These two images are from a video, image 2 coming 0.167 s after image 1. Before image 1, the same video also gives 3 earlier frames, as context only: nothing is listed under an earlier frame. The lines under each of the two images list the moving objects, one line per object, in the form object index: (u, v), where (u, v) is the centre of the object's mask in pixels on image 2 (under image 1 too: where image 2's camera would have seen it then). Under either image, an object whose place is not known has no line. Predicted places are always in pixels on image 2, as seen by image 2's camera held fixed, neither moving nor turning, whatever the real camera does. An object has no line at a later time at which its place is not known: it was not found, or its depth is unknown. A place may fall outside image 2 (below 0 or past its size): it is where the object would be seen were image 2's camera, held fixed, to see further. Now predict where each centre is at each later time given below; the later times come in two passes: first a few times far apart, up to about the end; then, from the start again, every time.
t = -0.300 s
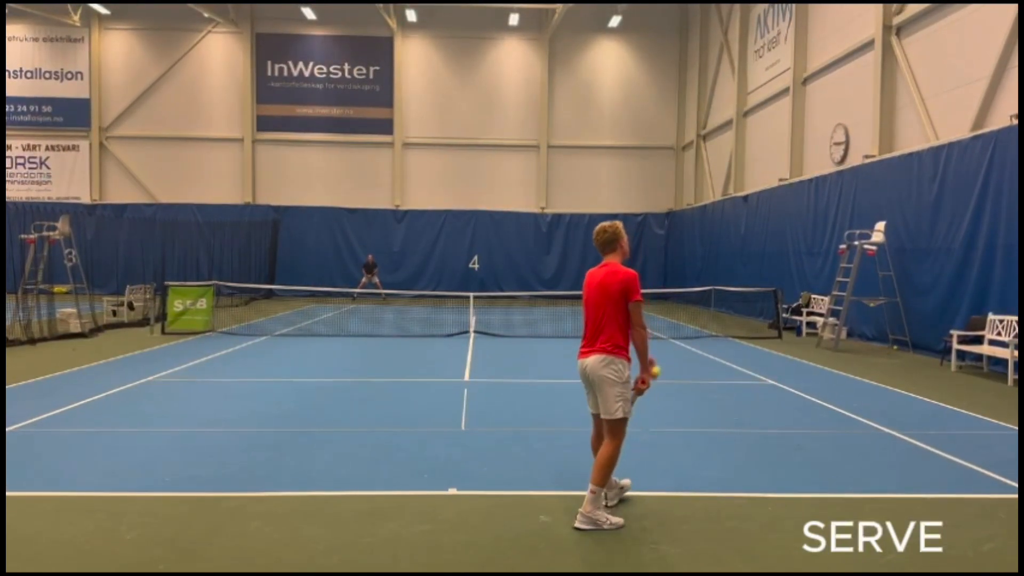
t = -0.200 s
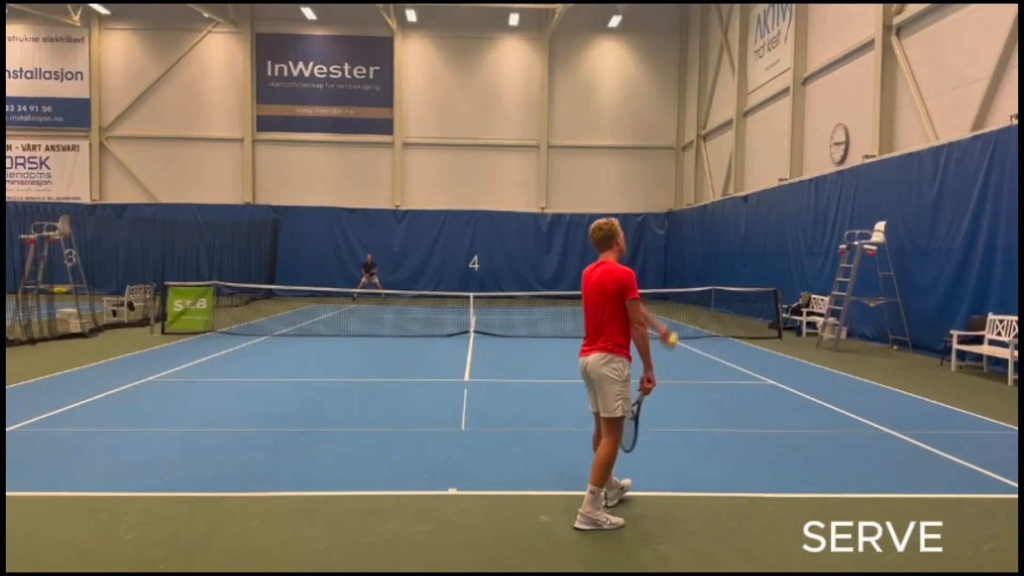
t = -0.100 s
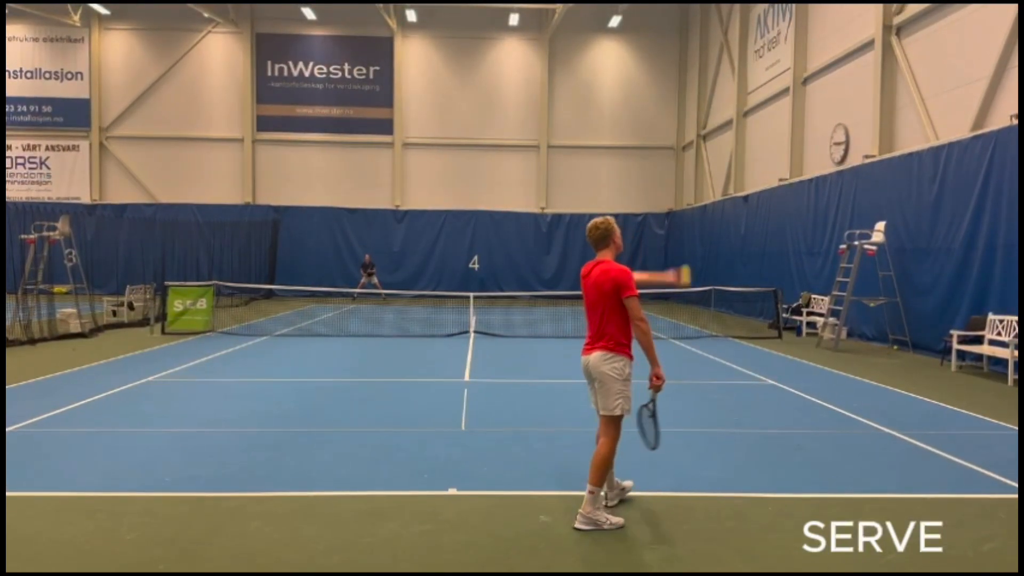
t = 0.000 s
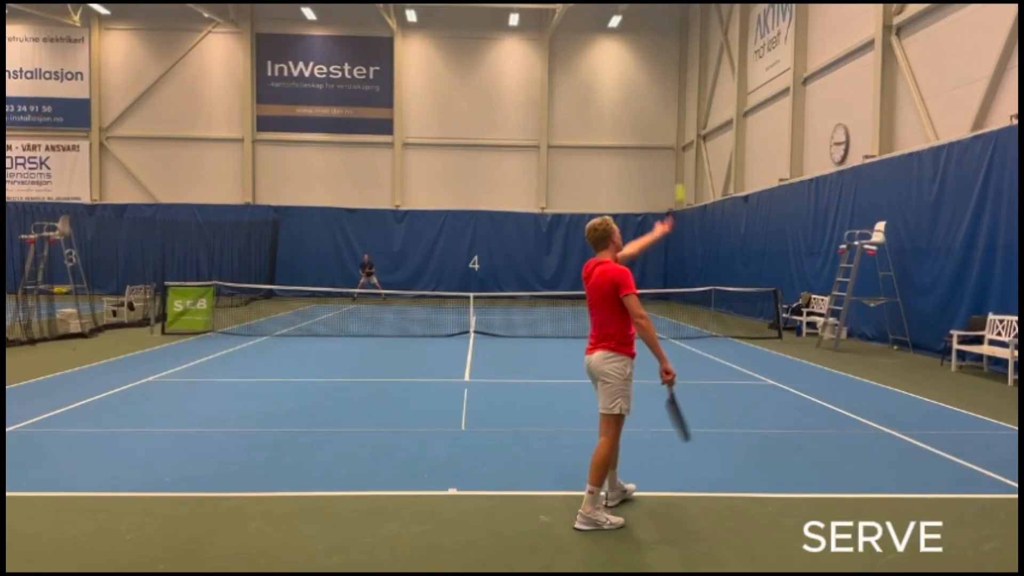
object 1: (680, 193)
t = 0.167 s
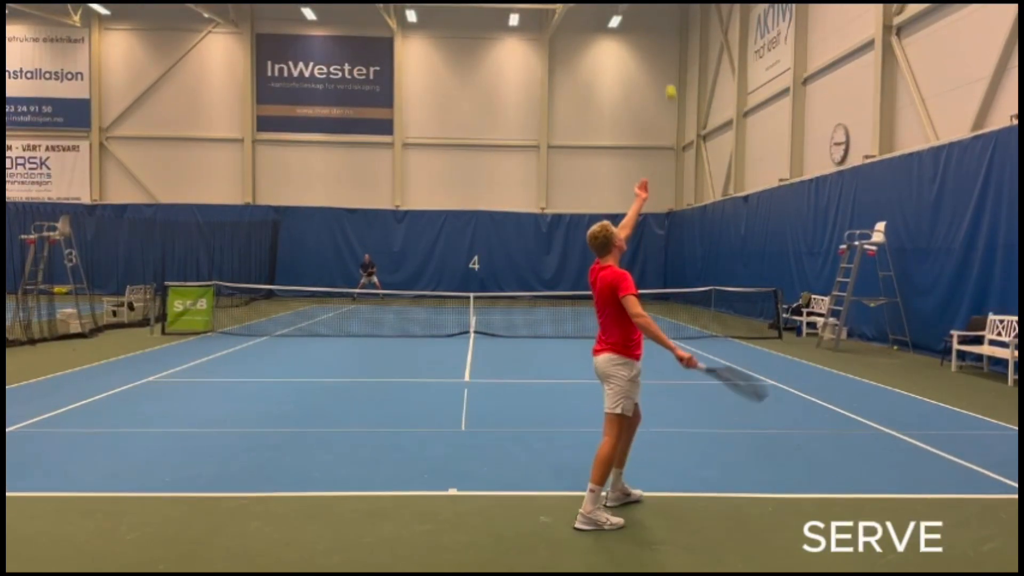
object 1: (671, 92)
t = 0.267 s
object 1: (665, 51)
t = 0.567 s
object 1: (646, 22)
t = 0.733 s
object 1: (635, 59)
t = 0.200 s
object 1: (669, 76)
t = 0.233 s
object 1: (667, 63)
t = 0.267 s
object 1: (665, 51)
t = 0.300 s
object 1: (663, 41)
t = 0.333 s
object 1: (661, 33)
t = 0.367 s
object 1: (659, 27)
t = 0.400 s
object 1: (657, 22)
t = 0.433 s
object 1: (654, 19)
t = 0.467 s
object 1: (653, 17)
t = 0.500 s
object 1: (650, 17)
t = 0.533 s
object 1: (648, 19)
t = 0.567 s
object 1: (646, 22)
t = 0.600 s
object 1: (644, 26)
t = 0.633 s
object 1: (642, 31)
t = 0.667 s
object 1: (640, 38)
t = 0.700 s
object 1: (638, 48)
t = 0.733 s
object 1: (635, 59)
